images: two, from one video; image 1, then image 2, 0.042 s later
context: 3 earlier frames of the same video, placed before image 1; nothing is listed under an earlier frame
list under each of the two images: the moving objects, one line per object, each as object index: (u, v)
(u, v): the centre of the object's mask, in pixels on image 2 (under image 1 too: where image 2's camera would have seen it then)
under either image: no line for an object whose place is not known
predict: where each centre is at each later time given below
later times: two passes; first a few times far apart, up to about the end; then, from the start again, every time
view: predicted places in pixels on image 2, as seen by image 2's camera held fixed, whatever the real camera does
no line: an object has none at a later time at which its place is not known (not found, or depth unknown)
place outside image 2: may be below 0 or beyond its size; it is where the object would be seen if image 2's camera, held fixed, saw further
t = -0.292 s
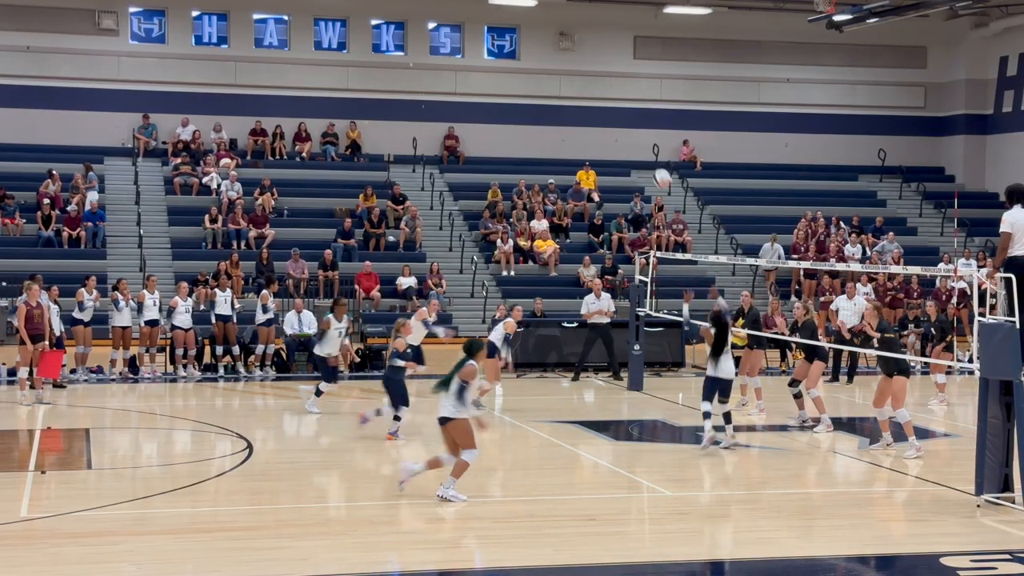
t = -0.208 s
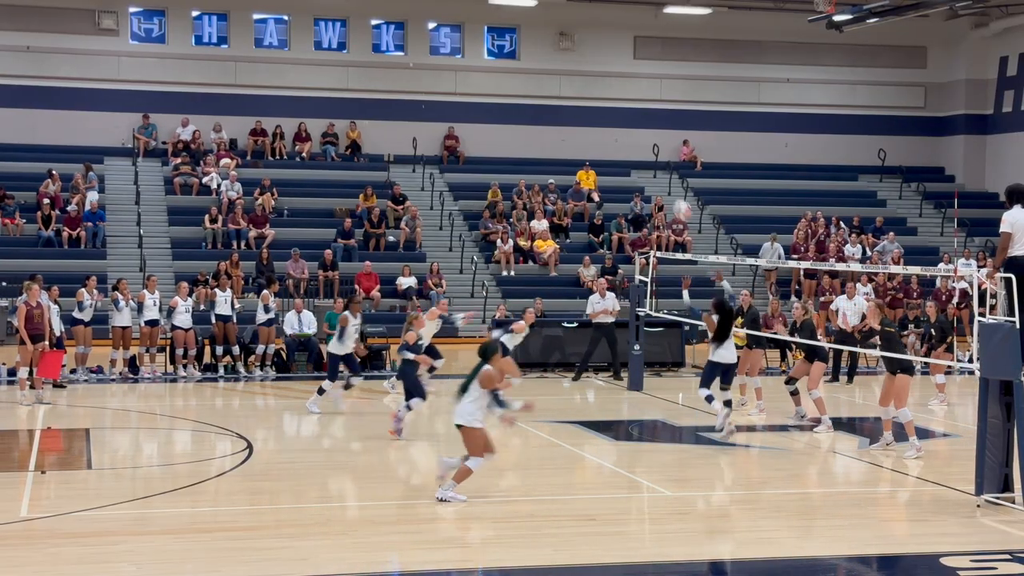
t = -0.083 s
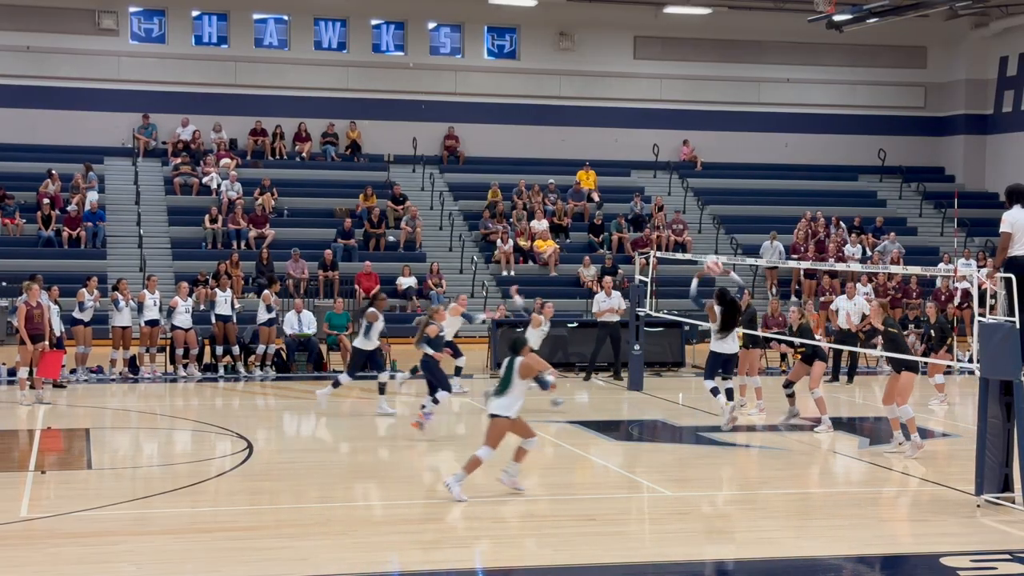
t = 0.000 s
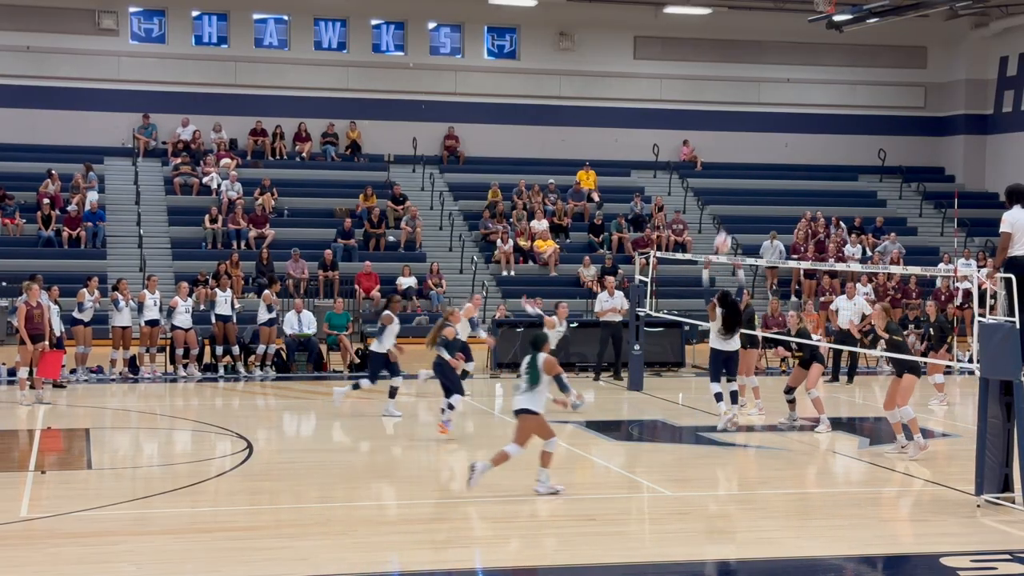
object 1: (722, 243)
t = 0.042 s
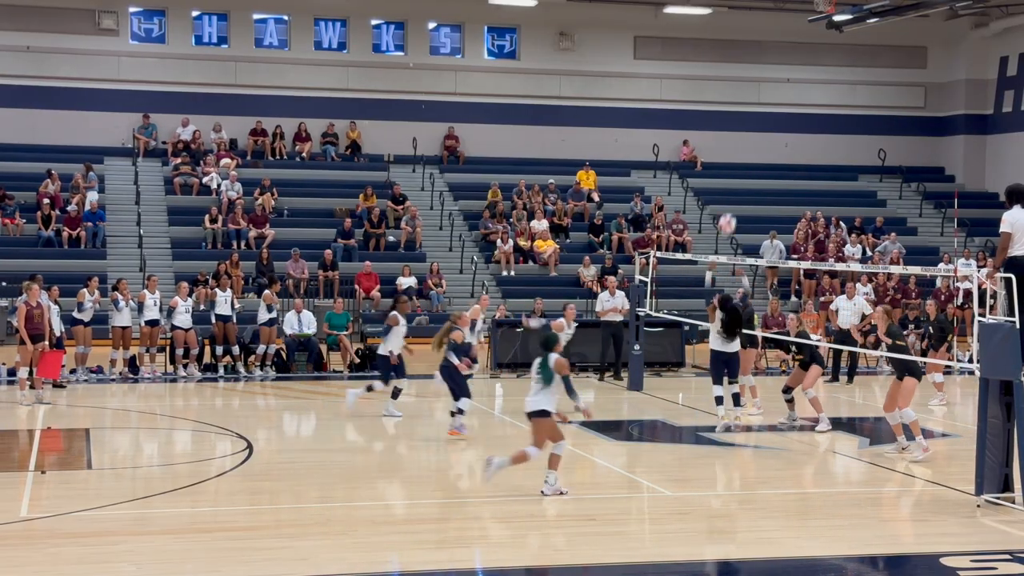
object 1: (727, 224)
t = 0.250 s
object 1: (750, 150)
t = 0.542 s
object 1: (783, 108)
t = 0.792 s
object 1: (810, 130)
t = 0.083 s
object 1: (731, 207)
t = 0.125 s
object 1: (736, 191)
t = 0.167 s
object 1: (740, 176)
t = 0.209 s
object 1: (745, 162)
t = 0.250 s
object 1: (750, 150)
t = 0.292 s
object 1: (754, 139)
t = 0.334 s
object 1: (759, 130)
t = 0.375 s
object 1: (764, 123)
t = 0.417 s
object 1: (768, 117)
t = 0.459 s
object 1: (773, 113)
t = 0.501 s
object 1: (778, 109)
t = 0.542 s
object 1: (783, 108)
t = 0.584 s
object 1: (787, 108)
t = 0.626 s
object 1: (792, 109)
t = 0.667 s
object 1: (796, 112)
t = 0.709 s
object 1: (801, 117)
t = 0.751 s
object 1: (806, 123)
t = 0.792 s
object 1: (810, 130)
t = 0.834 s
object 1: (815, 140)
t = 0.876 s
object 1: (819, 151)
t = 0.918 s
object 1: (824, 165)
